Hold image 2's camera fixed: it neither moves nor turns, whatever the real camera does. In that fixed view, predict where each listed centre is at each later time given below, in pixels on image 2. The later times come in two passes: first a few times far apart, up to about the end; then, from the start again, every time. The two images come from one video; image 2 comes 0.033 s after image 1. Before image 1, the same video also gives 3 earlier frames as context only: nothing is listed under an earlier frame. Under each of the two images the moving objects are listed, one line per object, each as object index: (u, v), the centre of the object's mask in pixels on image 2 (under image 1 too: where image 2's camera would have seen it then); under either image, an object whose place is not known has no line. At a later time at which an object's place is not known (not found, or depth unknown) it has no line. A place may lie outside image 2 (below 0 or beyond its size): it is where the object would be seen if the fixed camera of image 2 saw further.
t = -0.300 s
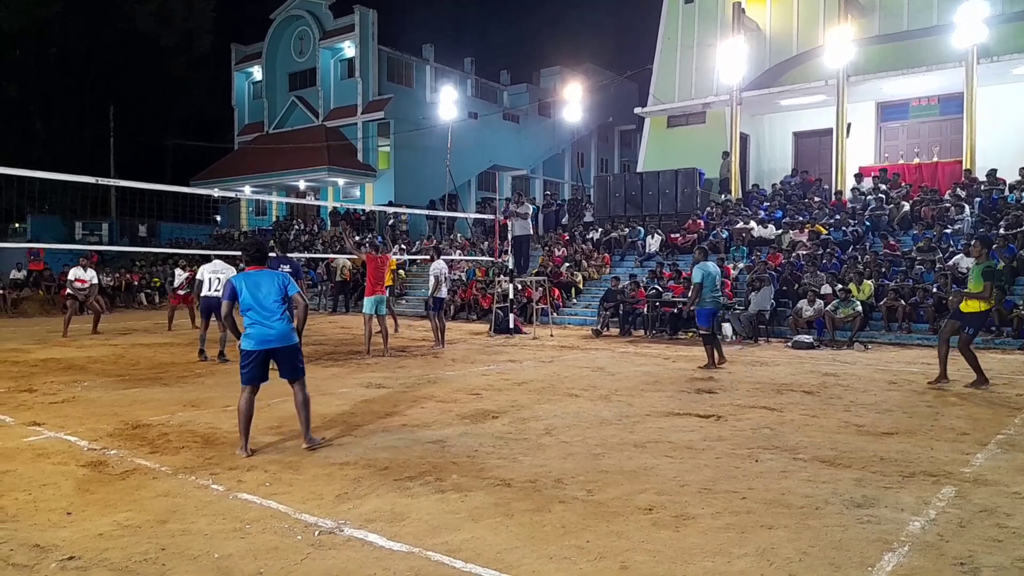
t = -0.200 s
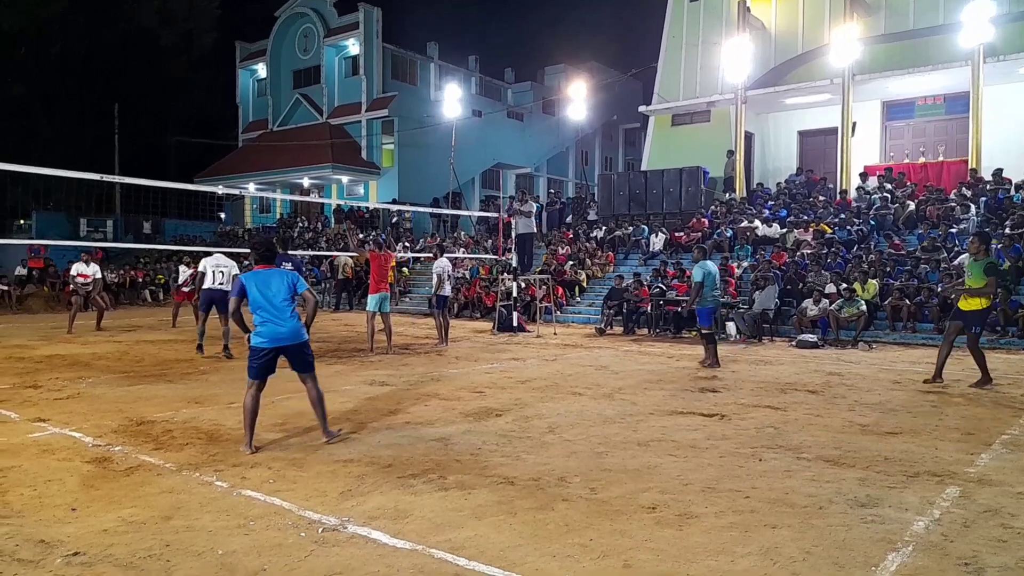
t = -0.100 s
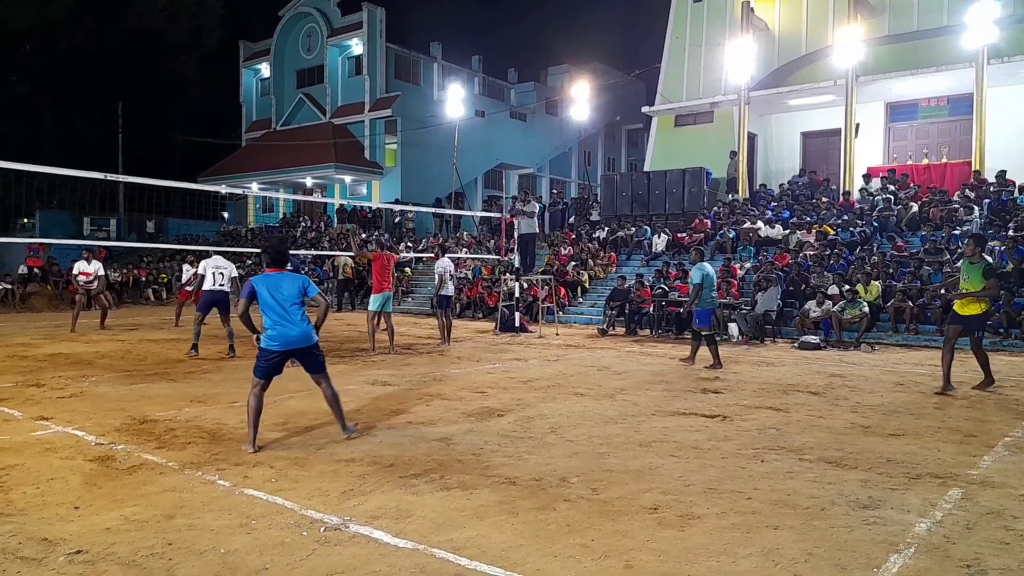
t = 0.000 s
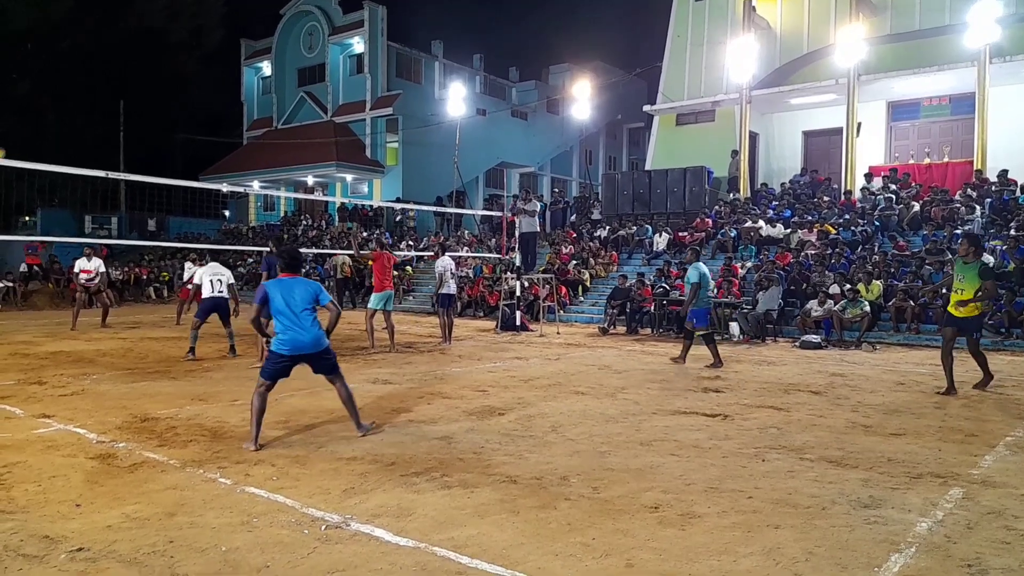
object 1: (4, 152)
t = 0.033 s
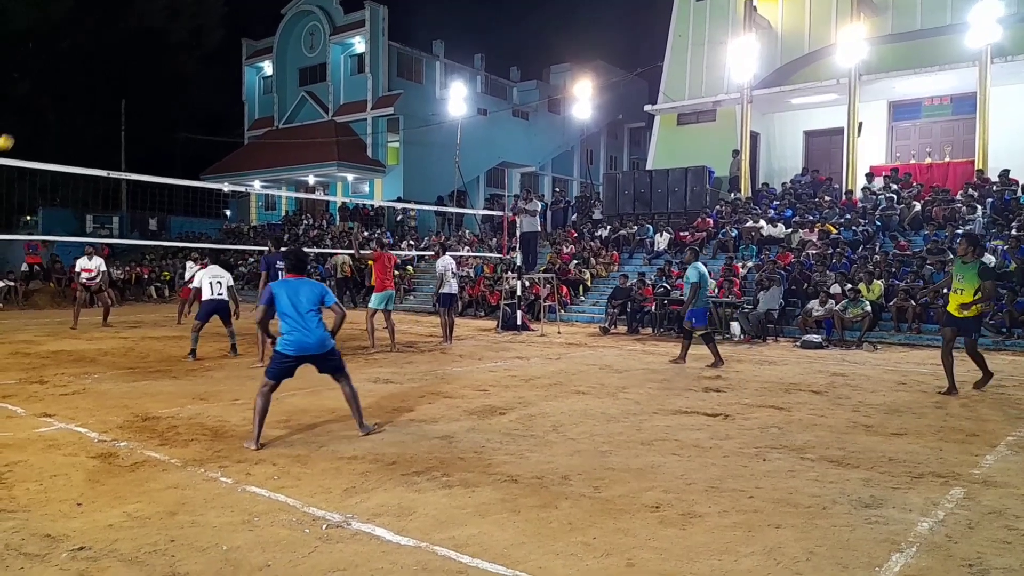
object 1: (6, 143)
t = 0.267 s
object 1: (55, 81)
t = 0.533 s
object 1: (110, 50)
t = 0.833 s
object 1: (171, 63)
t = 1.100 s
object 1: (222, 119)
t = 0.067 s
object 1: (12, 132)
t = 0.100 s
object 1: (19, 122)
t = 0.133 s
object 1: (26, 112)
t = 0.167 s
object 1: (33, 103)
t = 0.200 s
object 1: (40, 95)
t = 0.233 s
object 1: (47, 88)
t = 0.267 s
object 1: (55, 81)
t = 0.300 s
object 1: (62, 75)
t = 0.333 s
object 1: (68, 69)
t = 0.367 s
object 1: (76, 64)
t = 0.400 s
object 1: (83, 60)
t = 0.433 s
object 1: (89, 56)
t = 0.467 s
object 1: (96, 53)
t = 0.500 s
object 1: (103, 51)
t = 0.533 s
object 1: (110, 50)
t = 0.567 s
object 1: (117, 48)
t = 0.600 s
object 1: (124, 48)
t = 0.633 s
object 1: (130, 48)
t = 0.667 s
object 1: (137, 49)
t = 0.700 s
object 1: (144, 51)
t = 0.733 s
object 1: (150, 53)
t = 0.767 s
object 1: (157, 56)
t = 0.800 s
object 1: (164, 59)
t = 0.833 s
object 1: (171, 63)
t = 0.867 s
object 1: (177, 68)
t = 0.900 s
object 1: (184, 74)
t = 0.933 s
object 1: (190, 79)
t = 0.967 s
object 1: (197, 86)
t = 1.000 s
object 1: (203, 93)
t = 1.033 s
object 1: (209, 101)
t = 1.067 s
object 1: (215, 110)
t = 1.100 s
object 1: (222, 119)
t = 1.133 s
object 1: (228, 128)
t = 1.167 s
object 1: (234, 138)
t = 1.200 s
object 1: (240, 149)
